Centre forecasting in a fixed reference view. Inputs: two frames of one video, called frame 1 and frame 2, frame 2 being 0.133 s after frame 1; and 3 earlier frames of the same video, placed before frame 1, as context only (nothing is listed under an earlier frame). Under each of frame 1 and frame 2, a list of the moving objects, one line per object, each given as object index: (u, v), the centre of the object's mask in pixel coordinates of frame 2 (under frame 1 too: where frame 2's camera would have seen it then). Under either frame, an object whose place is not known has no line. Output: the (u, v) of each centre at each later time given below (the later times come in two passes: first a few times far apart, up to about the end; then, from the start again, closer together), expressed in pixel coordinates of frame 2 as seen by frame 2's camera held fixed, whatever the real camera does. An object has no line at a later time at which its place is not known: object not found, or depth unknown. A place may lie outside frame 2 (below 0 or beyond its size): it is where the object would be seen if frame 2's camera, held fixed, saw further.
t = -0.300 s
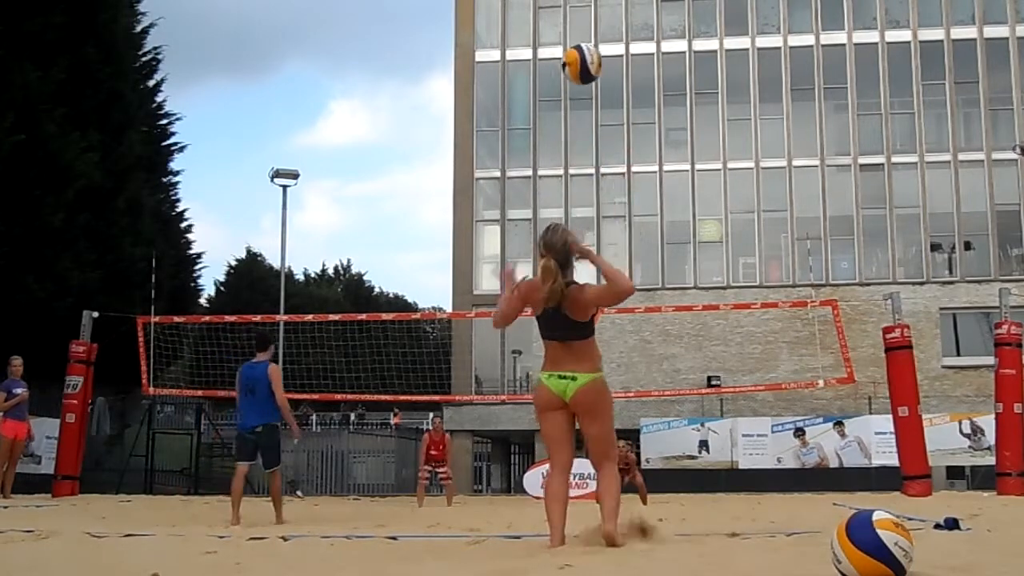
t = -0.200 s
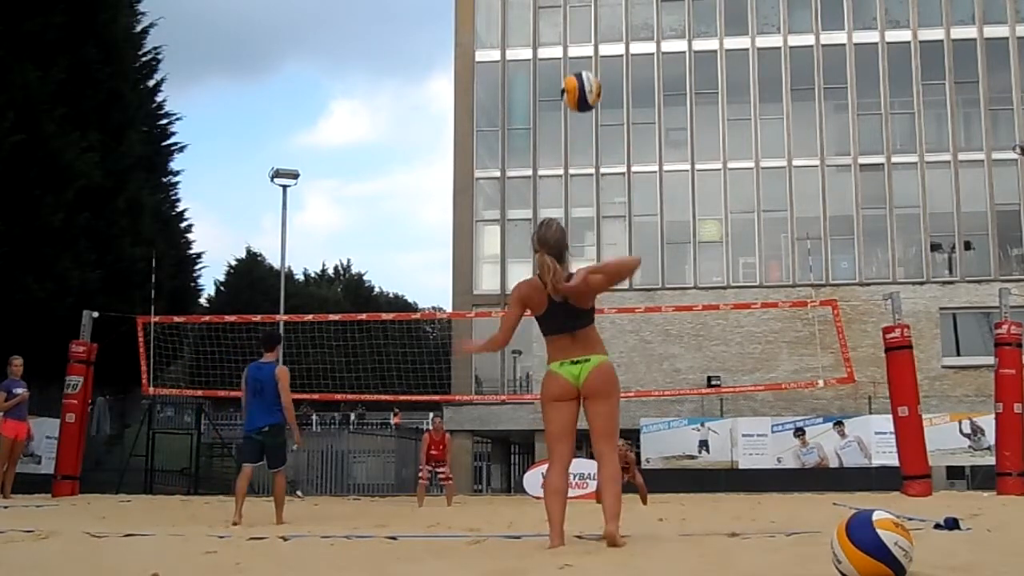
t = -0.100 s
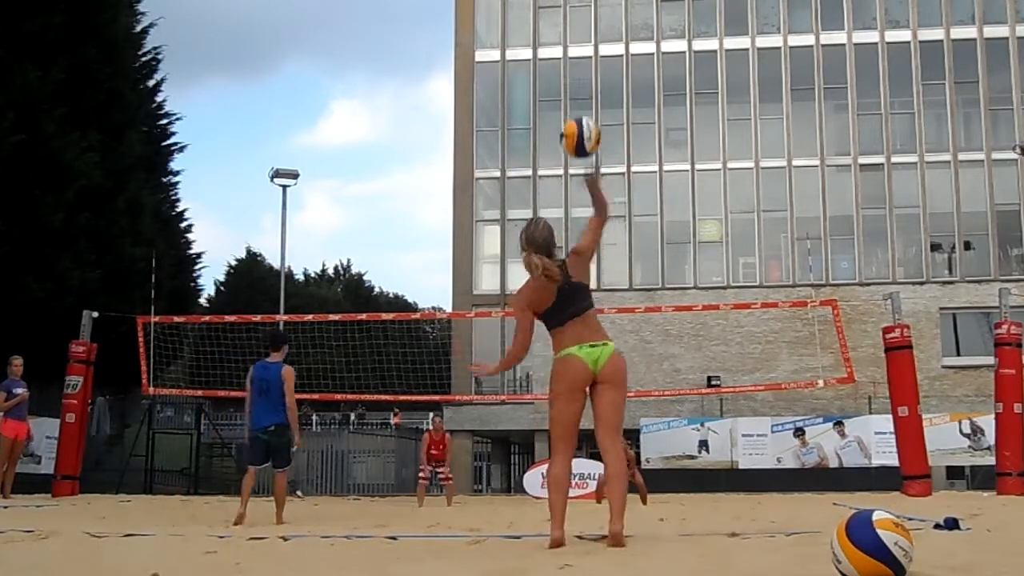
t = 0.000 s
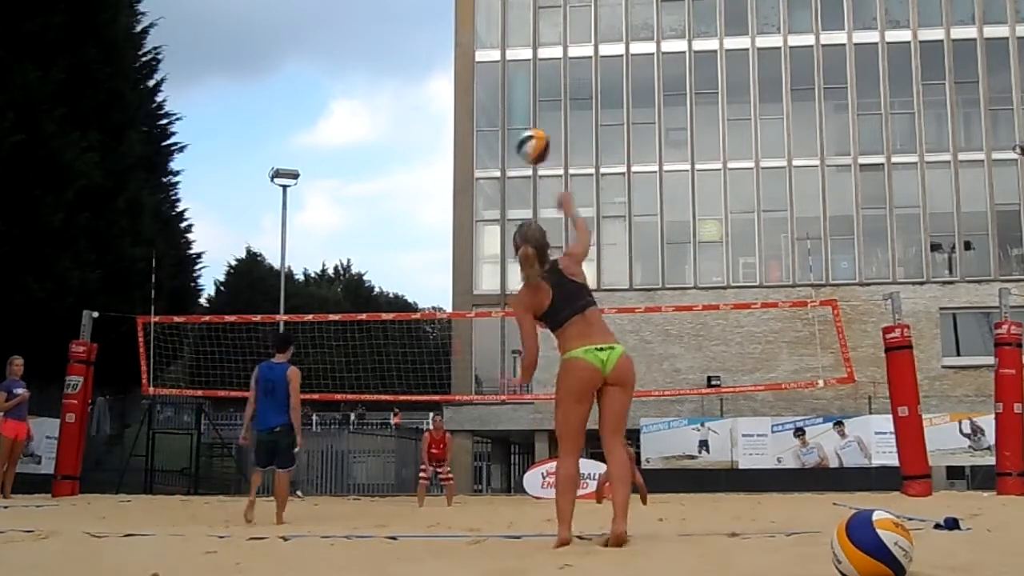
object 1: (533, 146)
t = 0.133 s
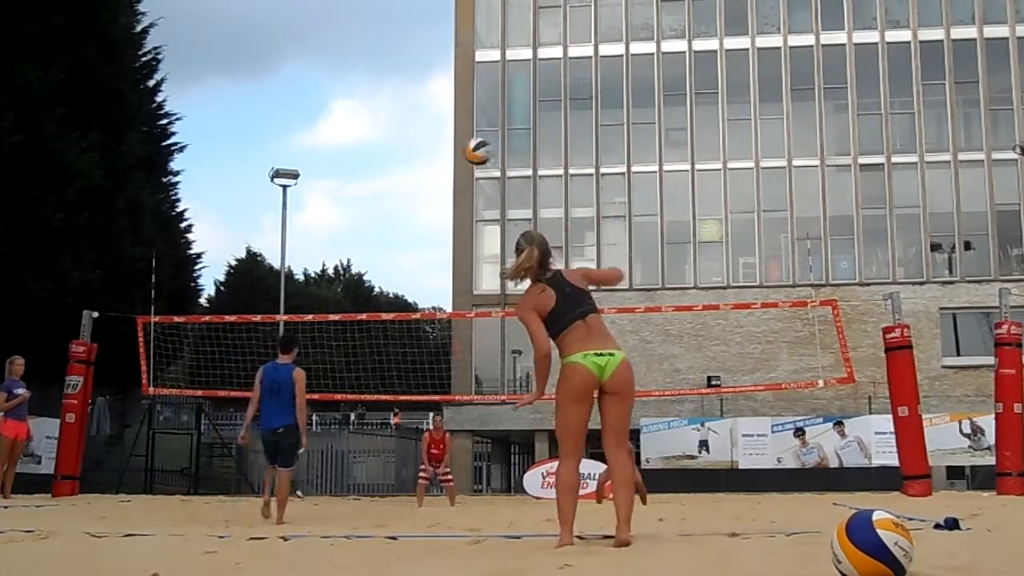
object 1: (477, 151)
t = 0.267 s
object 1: (443, 167)
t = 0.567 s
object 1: (397, 235)
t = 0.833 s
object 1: (366, 319)
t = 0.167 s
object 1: (468, 153)
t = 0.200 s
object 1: (459, 157)
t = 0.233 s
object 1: (450, 162)
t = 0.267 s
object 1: (443, 167)
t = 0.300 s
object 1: (437, 173)
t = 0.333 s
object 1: (431, 179)
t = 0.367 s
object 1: (425, 185)
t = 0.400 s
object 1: (420, 192)
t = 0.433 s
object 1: (415, 200)
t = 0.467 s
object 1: (410, 208)
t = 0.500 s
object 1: (406, 217)
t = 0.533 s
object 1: (402, 226)
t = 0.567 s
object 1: (397, 235)
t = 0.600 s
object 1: (392, 244)
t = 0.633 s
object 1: (388, 254)
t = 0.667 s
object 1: (384, 264)
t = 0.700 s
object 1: (379, 274)
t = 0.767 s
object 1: (370, 296)
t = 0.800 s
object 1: (368, 306)
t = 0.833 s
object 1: (366, 319)
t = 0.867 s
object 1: (362, 330)
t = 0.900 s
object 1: (358, 342)
